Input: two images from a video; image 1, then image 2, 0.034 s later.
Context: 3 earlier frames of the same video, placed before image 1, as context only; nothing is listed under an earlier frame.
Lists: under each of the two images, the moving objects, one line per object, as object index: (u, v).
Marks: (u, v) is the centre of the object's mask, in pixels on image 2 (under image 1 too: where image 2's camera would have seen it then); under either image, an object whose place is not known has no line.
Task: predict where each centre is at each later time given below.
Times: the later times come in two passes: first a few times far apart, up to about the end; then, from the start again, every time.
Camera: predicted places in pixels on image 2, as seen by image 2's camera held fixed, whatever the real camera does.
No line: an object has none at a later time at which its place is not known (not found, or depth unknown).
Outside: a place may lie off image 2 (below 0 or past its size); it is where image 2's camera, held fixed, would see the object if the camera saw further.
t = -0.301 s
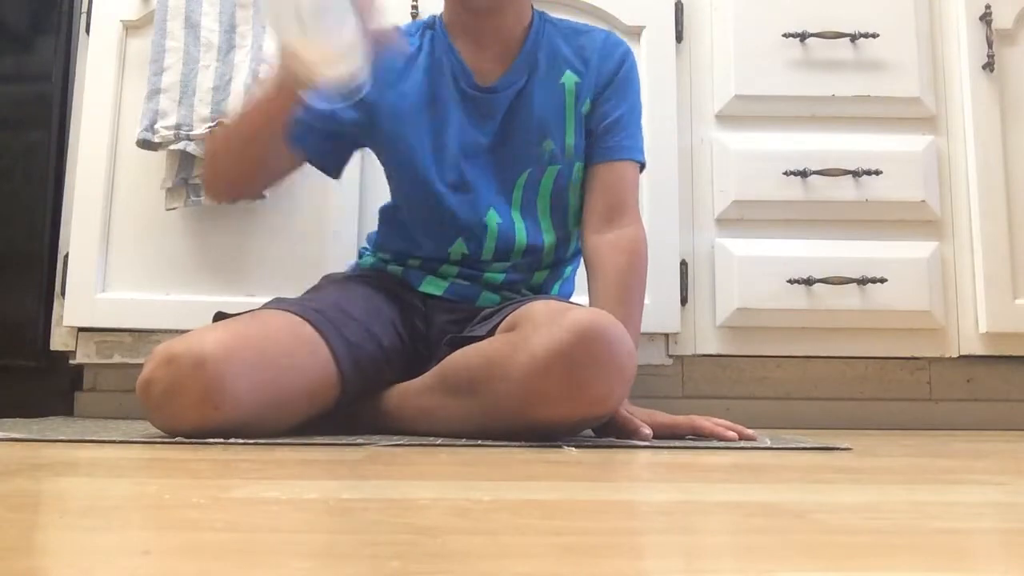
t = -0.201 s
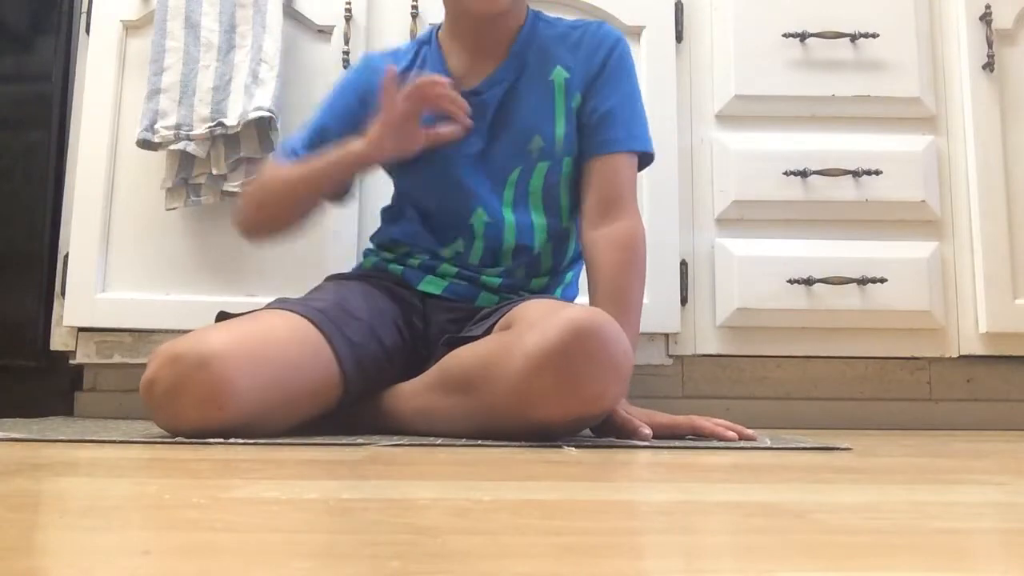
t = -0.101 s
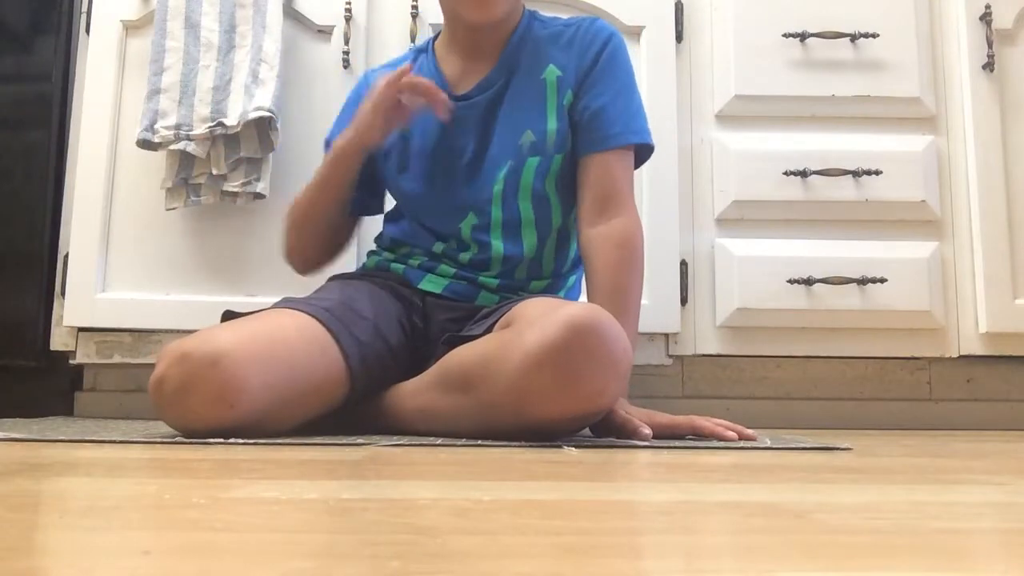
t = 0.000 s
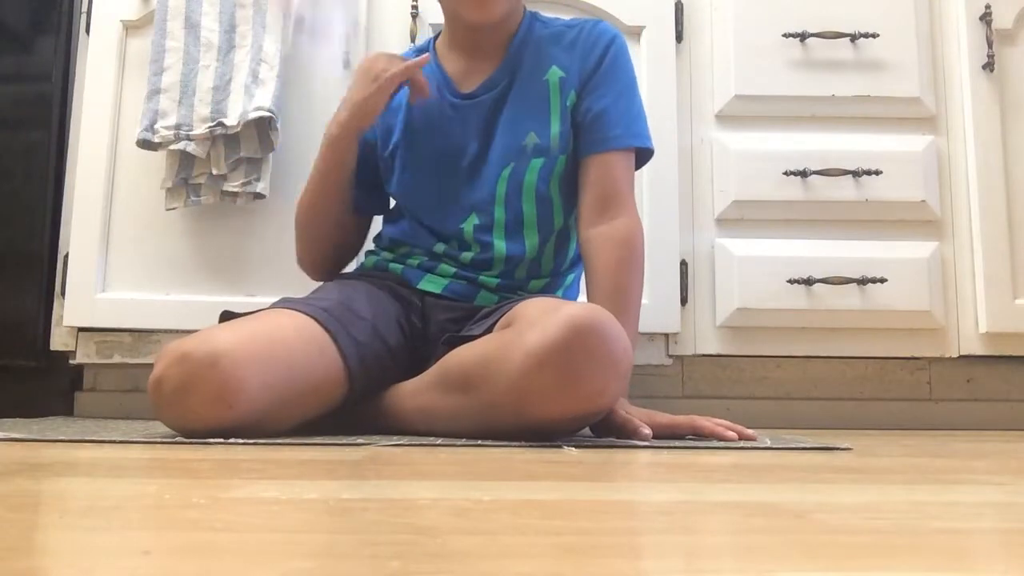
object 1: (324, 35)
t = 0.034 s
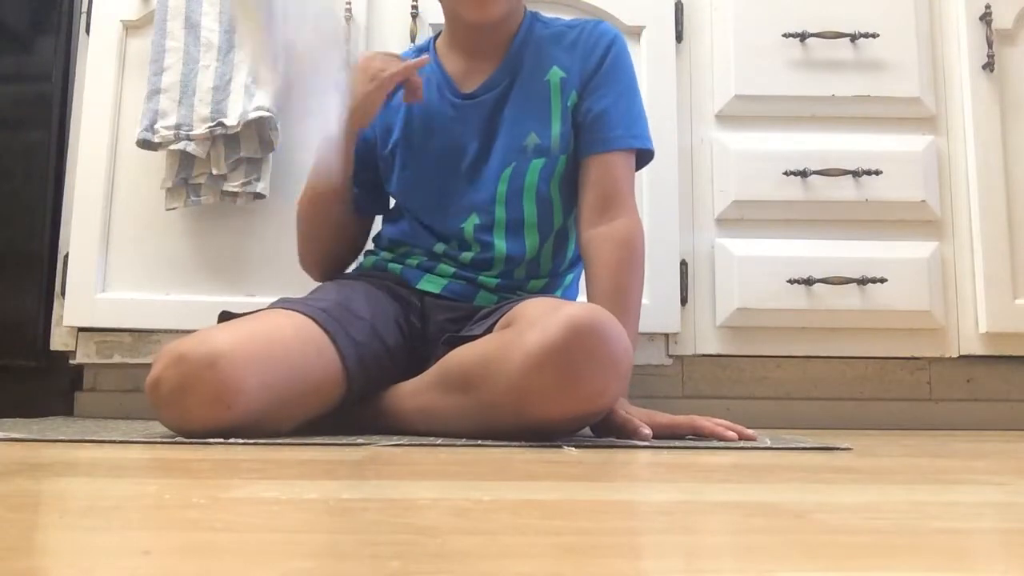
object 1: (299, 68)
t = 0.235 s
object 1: (215, 248)
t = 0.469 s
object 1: (134, 402)
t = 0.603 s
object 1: (134, 402)
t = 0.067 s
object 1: (280, 115)
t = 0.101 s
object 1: (267, 190)
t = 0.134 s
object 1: (248, 228)
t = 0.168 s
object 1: (235, 235)
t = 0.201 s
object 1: (226, 244)
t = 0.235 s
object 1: (215, 248)
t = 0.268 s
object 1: (192, 254)
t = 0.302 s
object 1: (158, 276)
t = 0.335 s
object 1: (135, 353)
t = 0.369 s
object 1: (135, 396)
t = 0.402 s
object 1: (134, 401)
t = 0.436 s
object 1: (134, 402)
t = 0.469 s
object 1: (134, 402)
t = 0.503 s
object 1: (134, 402)
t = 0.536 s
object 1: (135, 402)
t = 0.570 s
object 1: (134, 402)
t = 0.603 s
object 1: (134, 402)
